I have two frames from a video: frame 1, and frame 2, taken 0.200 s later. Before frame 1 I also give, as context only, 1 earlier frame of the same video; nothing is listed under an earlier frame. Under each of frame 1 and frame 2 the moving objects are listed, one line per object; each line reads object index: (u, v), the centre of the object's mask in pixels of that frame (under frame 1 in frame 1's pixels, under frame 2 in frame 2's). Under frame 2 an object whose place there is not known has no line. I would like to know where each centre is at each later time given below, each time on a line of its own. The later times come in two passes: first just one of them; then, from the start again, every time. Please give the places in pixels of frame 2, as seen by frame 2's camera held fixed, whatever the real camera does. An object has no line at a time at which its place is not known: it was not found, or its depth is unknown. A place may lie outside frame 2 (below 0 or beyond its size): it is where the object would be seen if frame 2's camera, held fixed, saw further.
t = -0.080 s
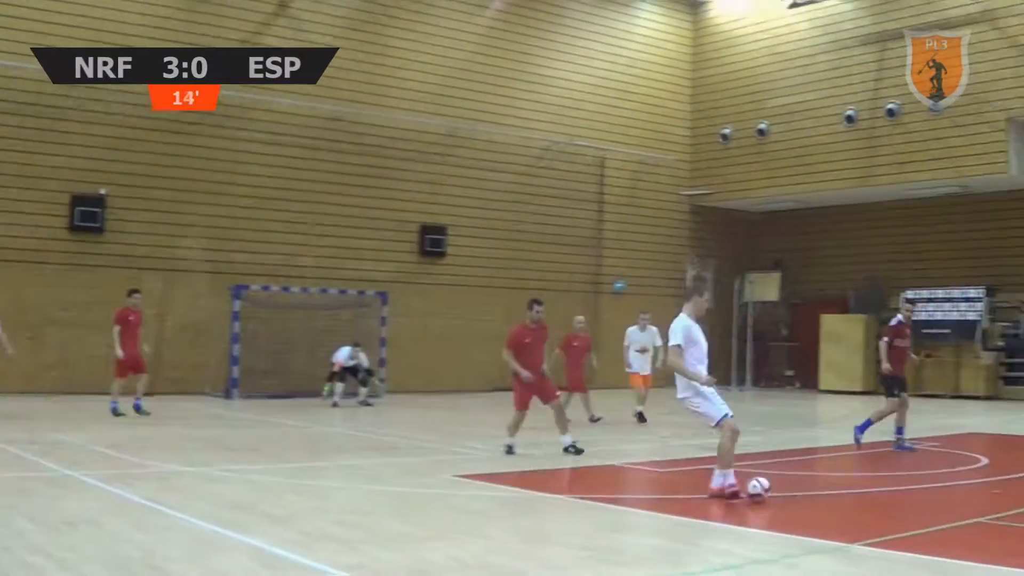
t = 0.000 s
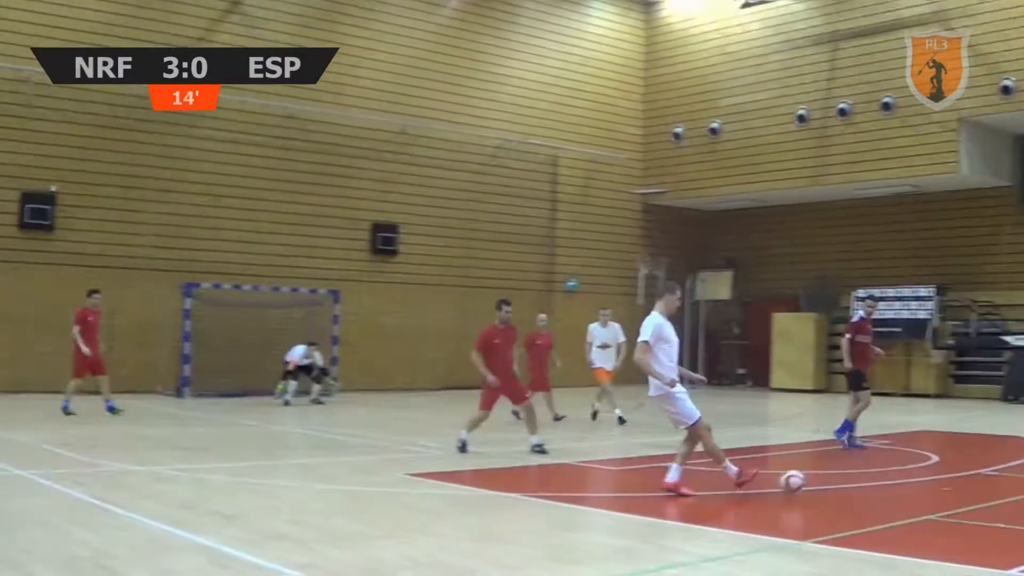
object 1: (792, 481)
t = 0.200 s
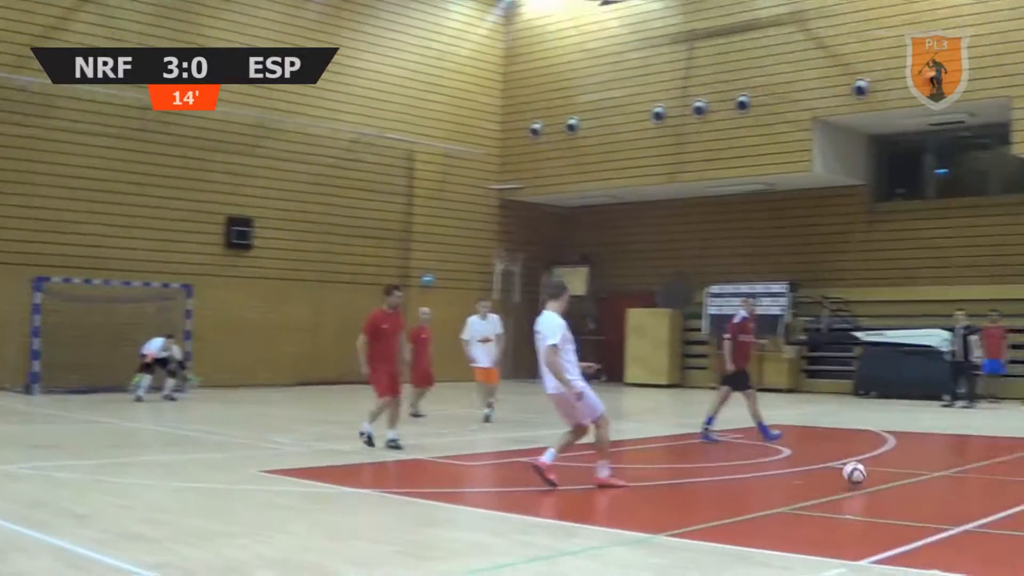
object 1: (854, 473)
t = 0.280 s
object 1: (922, 469)
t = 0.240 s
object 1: (888, 472)
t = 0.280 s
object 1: (922, 469)
